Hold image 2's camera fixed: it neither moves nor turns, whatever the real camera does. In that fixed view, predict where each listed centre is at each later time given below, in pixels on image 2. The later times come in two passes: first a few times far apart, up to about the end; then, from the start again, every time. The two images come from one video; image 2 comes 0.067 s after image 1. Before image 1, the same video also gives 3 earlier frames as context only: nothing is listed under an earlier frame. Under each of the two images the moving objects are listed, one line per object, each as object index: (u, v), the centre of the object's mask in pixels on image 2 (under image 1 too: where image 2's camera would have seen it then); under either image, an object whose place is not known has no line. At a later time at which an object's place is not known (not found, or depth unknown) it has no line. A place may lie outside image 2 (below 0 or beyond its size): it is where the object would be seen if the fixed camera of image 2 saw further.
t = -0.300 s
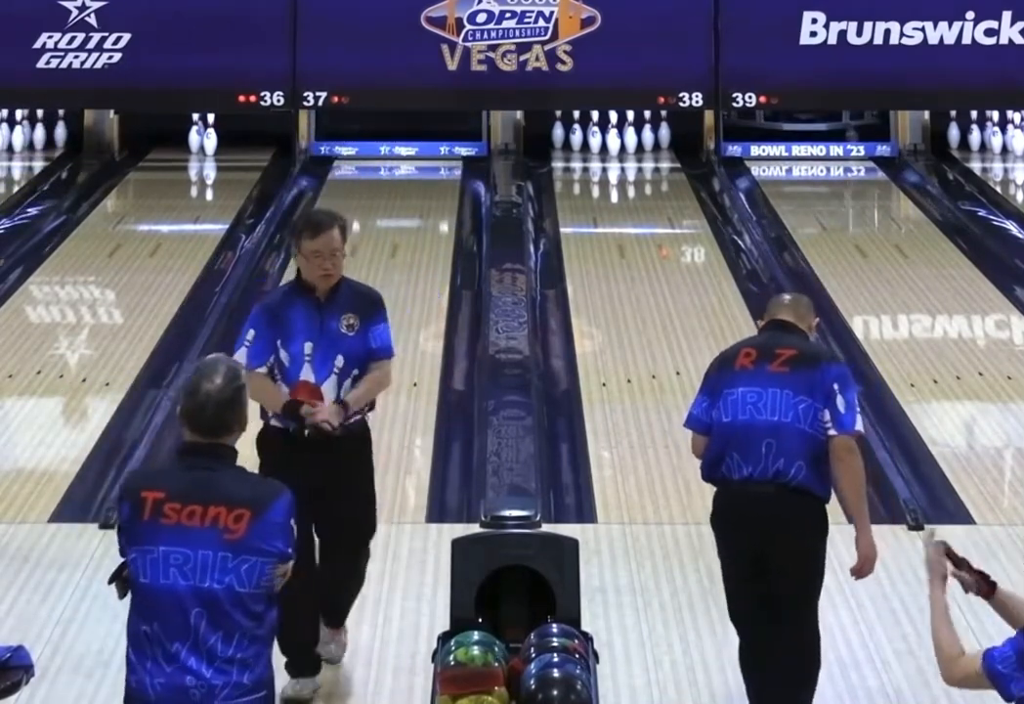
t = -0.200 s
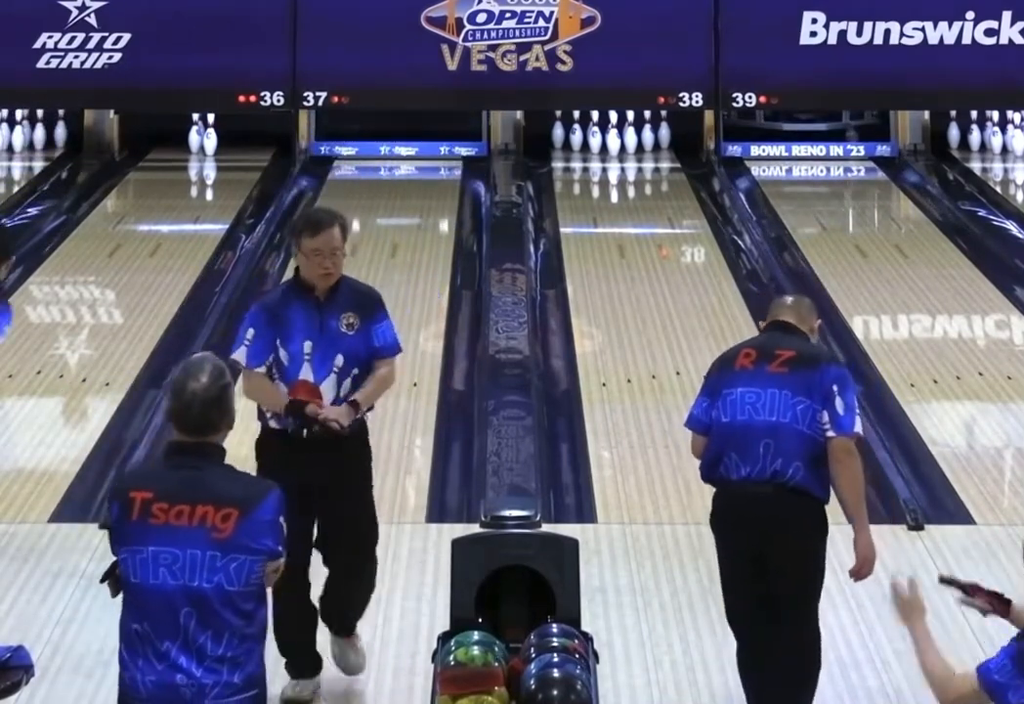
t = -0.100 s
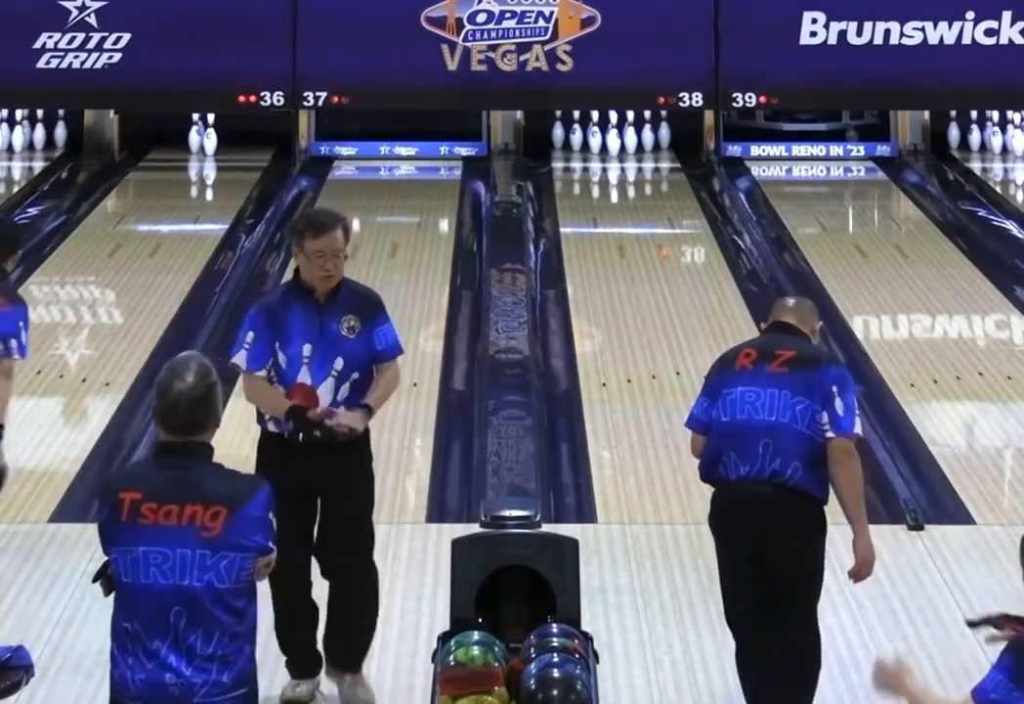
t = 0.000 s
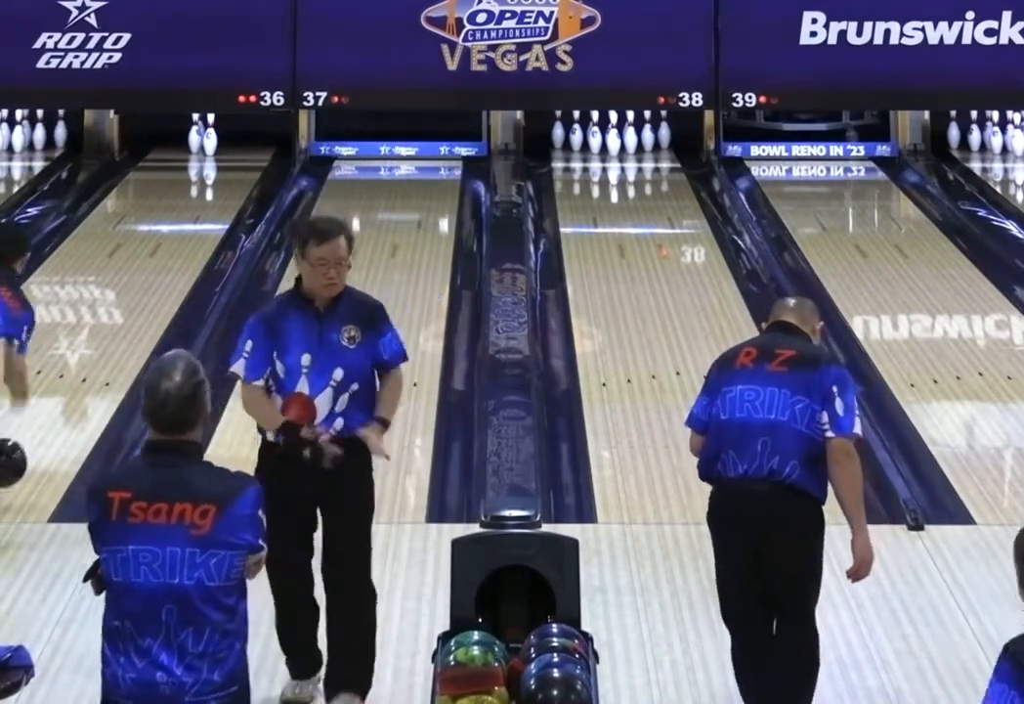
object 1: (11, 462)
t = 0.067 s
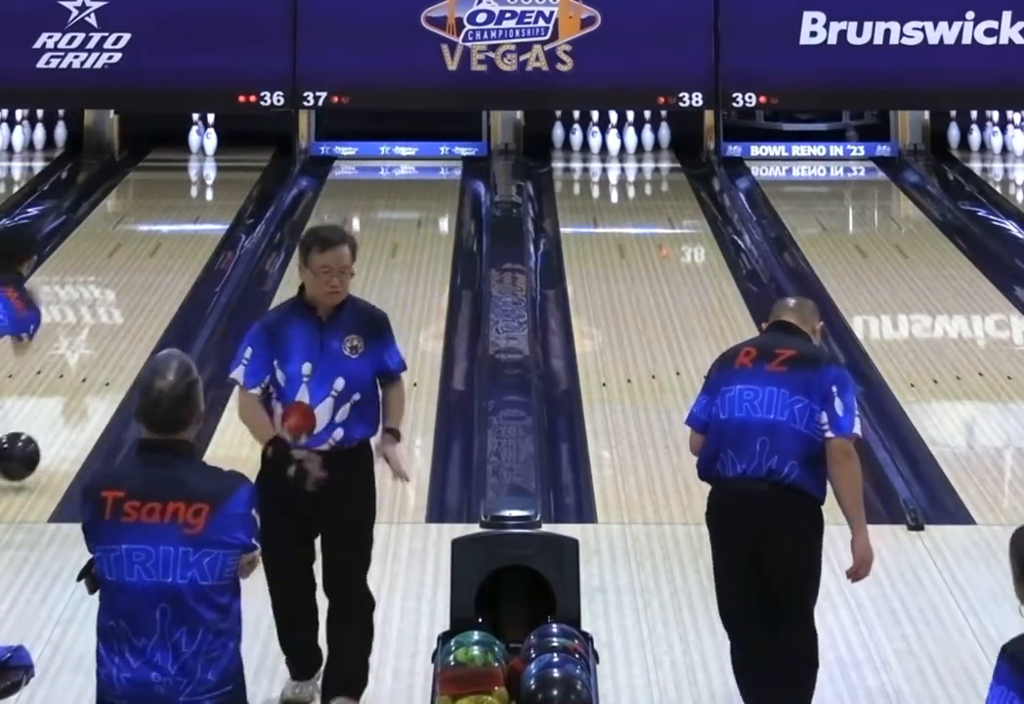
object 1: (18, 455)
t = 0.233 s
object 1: (47, 420)
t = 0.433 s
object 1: (79, 375)
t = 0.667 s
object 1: (111, 329)
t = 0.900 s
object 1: (138, 291)
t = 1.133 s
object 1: (161, 258)
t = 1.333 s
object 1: (177, 233)
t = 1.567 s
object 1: (193, 207)
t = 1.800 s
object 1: (204, 184)
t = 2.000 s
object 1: (210, 168)
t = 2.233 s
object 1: (211, 152)
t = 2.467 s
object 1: (207, 139)
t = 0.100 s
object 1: (22, 455)
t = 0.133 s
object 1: (29, 444)
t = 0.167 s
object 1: (35, 437)
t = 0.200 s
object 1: (41, 428)
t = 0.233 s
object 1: (47, 420)
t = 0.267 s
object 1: (53, 412)
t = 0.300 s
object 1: (59, 404)
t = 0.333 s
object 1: (64, 396)
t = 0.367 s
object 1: (69, 389)
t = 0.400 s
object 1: (74, 381)
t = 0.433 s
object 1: (79, 375)
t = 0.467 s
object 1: (84, 368)
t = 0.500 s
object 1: (89, 361)
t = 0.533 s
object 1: (94, 354)
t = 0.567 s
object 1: (99, 348)
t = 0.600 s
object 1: (103, 342)
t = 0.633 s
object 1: (107, 335)
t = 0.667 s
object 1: (111, 329)
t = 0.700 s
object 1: (115, 324)
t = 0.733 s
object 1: (120, 318)
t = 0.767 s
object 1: (123, 312)
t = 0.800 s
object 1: (127, 307)
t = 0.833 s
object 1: (131, 302)
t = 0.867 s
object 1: (135, 296)
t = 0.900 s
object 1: (138, 291)
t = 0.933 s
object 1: (141, 286)
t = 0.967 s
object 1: (145, 281)
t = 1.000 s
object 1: (148, 276)
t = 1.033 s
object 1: (151, 272)
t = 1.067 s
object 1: (154, 267)
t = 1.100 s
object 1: (158, 262)
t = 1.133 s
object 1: (161, 258)
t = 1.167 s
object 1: (164, 253)
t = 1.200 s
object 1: (166, 250)
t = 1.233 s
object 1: (169, 245)
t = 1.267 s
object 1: (171, 241)
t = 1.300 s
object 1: (174, 237)
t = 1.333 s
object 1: (177, 233)
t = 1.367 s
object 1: (179, 229)
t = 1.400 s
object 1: (182, 225)
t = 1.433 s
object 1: (184, 221)
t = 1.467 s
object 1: (187, 217)
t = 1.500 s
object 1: (189, 214)
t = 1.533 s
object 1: (191, 210)
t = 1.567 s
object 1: (193, 207)
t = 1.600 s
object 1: (195, 203)
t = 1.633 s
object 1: (197, 200)
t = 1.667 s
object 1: (198, 197)
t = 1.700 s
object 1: (200, 194)
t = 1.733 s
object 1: (202, 191)
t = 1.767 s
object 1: (203, 187)
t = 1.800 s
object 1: (204, 184)
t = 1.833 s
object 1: (206, 181)
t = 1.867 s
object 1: (207, 178)
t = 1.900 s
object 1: (208, 176)
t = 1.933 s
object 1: (209, 173)
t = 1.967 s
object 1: (210, 170)
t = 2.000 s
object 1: (210, 168)
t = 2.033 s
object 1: (211, 165)
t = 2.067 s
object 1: (212, 162)
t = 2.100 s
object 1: (212, 160)
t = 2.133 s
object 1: (212, 158)
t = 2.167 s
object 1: (212, 156)
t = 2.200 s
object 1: (212, 155)
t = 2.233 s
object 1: (211, 152)
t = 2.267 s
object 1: (211, 149)
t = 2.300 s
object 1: (210, 148)
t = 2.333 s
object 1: (210, 146)
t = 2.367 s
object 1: (209, 144)
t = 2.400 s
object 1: (210, 142)
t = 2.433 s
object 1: (209, 140)
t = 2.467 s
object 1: (207, 139)
